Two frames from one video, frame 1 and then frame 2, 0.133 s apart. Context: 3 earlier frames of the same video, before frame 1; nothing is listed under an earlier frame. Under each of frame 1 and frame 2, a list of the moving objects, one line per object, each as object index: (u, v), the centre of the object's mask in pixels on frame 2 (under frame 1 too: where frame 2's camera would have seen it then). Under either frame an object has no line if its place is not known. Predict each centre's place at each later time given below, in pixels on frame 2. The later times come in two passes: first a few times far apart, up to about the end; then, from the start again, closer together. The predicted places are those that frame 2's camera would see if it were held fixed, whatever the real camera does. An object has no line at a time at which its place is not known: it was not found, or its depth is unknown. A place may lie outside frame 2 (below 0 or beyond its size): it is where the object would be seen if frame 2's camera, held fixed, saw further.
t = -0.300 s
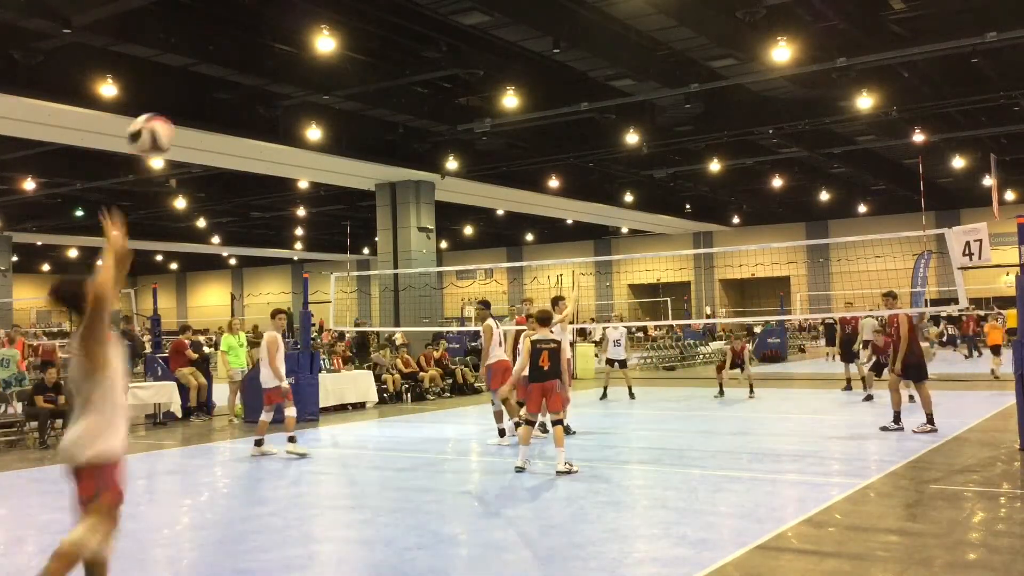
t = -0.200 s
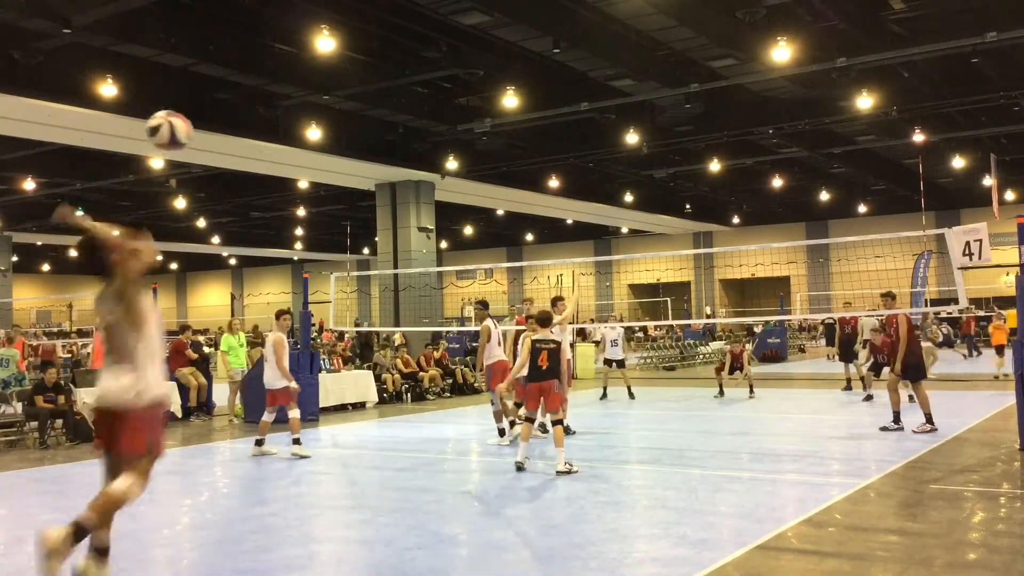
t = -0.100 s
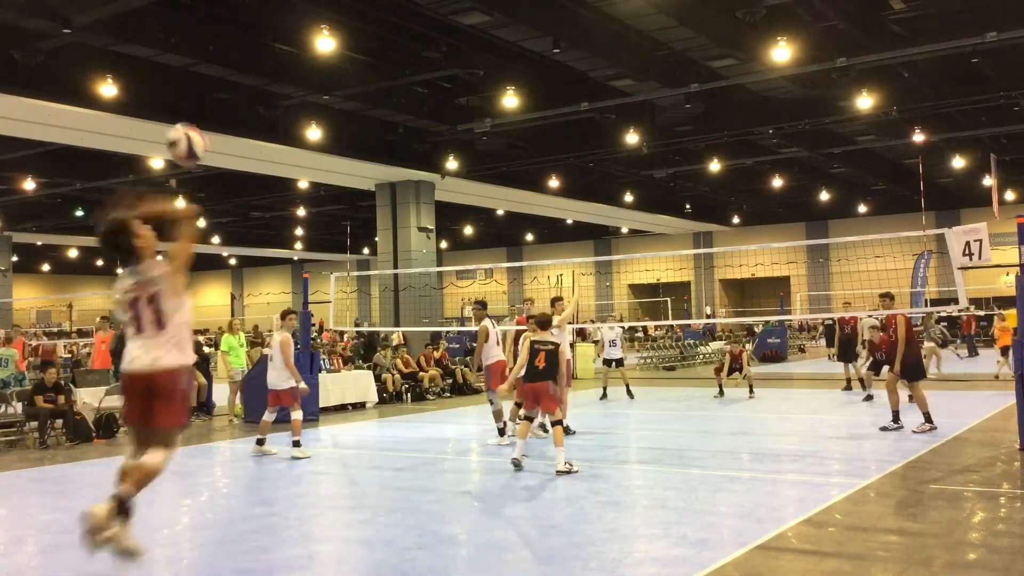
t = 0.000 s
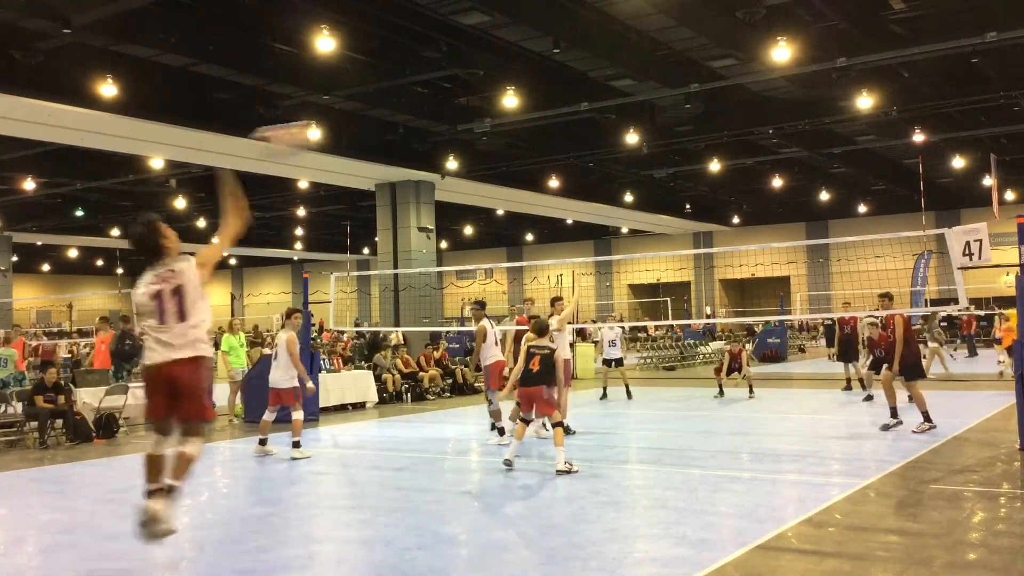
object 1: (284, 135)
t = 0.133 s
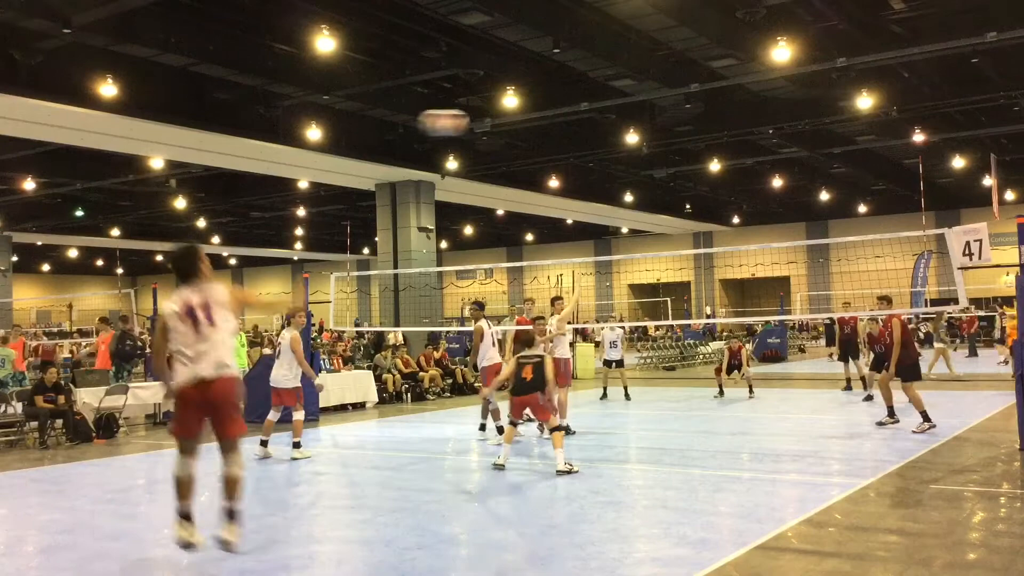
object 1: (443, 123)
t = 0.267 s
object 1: (543, 128)
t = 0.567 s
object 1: (670, 181)
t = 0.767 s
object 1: (721, 239)
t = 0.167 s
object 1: (472, 122)
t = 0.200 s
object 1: (498, 124)
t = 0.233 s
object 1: (522, 126)
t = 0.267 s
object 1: (543, 128)
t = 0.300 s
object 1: (562, 132)
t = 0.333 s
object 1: (580, 135)
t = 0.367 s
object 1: (596, 140)
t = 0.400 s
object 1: (611, 145)
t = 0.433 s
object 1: (624, 151)
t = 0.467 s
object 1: (637, 157)
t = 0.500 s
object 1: (649, 165)
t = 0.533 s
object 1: (660, 173)
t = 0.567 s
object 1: (670, 181)
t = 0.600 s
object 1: (680, 191)
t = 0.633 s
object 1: (689, 200)
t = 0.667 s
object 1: (698, 209)
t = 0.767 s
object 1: (721, 239)
